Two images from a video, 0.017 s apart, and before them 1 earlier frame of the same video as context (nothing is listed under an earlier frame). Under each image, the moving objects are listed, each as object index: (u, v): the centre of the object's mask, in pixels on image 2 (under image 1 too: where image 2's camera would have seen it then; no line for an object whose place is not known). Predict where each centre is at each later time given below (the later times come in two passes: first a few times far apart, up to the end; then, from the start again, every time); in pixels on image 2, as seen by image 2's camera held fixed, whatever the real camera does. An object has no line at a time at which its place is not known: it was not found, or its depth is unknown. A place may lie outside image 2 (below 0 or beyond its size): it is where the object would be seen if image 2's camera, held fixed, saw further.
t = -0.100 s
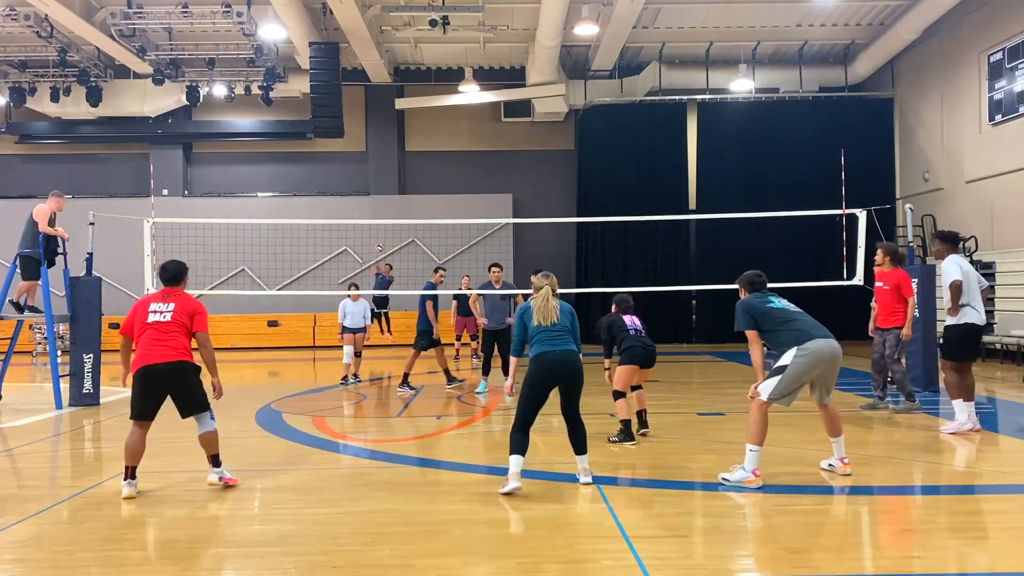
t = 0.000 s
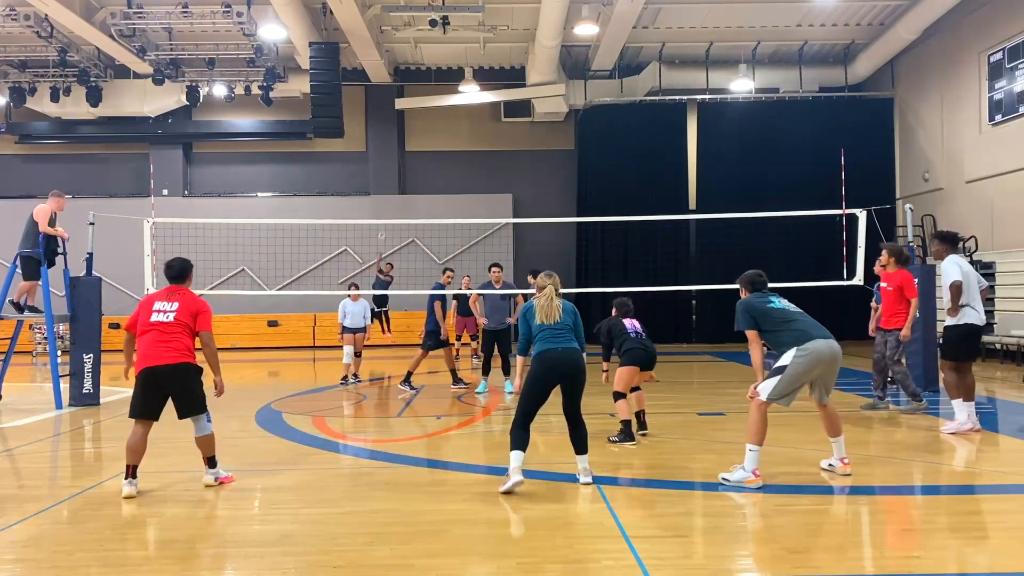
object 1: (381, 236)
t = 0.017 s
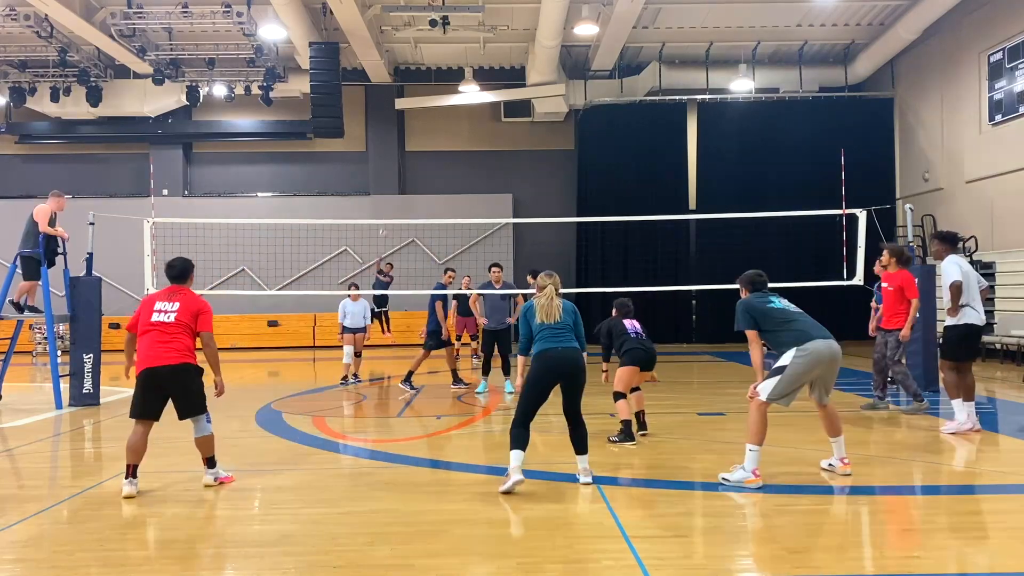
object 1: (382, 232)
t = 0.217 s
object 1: (397, 188)
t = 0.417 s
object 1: (412, 154)
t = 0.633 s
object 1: (433, 137)
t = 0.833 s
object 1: (466, 157)
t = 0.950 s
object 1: (493, 193)
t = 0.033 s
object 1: (383, 227)
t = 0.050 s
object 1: (385, 225)
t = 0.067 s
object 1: (386, 217)
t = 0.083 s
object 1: (387, 216)
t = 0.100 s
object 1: (389, 212)
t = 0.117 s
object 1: (390, 208)
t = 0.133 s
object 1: (391, 205)
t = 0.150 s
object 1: (392, 201)
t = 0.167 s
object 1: (393, 197)
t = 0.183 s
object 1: (395, 194)
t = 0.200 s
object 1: (396, 191)
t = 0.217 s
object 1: (397, 188)
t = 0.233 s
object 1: (398, 185)
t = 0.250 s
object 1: (399, 181)
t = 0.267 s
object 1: (401, 178)
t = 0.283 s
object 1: (402, 175)
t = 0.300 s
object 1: (403, 172)
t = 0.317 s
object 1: (404, 169)
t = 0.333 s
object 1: (405, 166)
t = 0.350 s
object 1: (406, 164)
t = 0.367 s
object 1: (408, 161)
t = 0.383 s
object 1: (409, 158)
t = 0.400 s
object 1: (410, 156)
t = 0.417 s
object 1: (412, 154)
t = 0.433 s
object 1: (413, 152)
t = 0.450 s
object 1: (414, 149)
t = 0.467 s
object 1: (416, 147)
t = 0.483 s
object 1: (417, 145)
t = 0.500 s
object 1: (419, 144)
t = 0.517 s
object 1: (420, 142)
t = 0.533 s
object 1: (422, 140)
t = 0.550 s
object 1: (423, 139)
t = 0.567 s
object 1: (425, 138)
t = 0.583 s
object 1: (427, 138)
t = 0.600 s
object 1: (429, 137)
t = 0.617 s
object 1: (431, 137)
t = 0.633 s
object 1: (433, 137)
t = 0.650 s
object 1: (435, 137)
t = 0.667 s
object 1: (438, 138)
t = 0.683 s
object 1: (440, 138)
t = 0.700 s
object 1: (443, 139)
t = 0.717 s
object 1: (446, 140)
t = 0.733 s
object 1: (448, 142)
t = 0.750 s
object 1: (451, 144)
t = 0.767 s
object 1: (454, 146)
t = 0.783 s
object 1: (457, 148)
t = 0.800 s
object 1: (459, 151)
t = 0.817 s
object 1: (462, 154)
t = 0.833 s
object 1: (466, 157)
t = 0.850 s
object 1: (469, 161)
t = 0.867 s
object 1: (473, 165)
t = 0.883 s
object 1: (476, 170)
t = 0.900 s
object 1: (481, 175)
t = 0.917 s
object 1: (485, 181)
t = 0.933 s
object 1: (489, 186)
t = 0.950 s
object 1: (493, 193)
